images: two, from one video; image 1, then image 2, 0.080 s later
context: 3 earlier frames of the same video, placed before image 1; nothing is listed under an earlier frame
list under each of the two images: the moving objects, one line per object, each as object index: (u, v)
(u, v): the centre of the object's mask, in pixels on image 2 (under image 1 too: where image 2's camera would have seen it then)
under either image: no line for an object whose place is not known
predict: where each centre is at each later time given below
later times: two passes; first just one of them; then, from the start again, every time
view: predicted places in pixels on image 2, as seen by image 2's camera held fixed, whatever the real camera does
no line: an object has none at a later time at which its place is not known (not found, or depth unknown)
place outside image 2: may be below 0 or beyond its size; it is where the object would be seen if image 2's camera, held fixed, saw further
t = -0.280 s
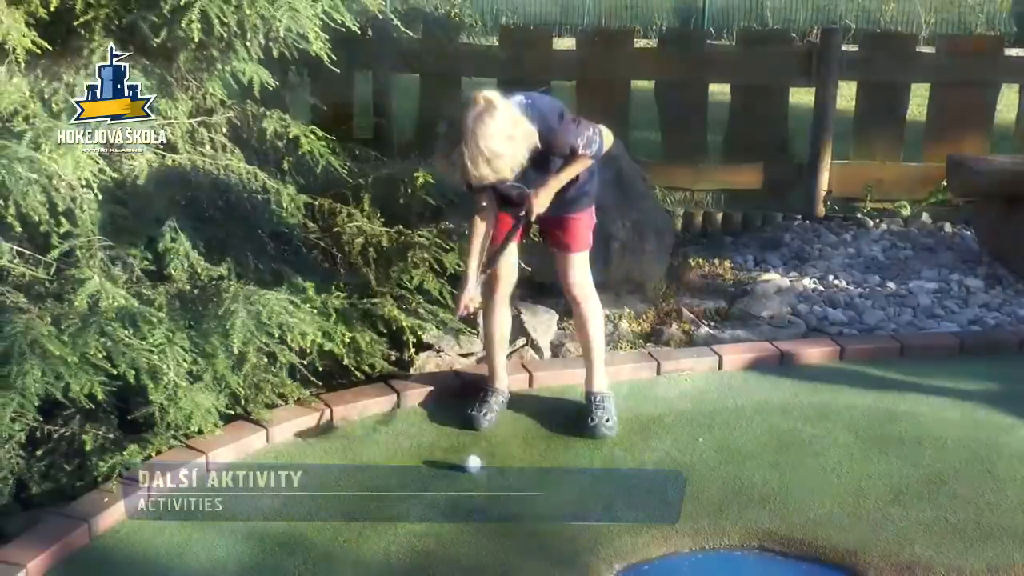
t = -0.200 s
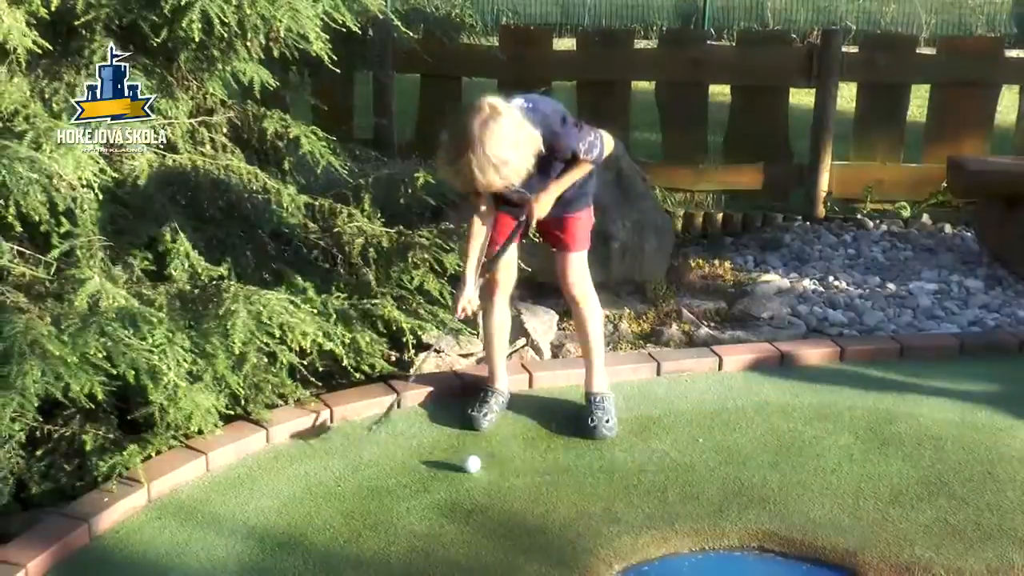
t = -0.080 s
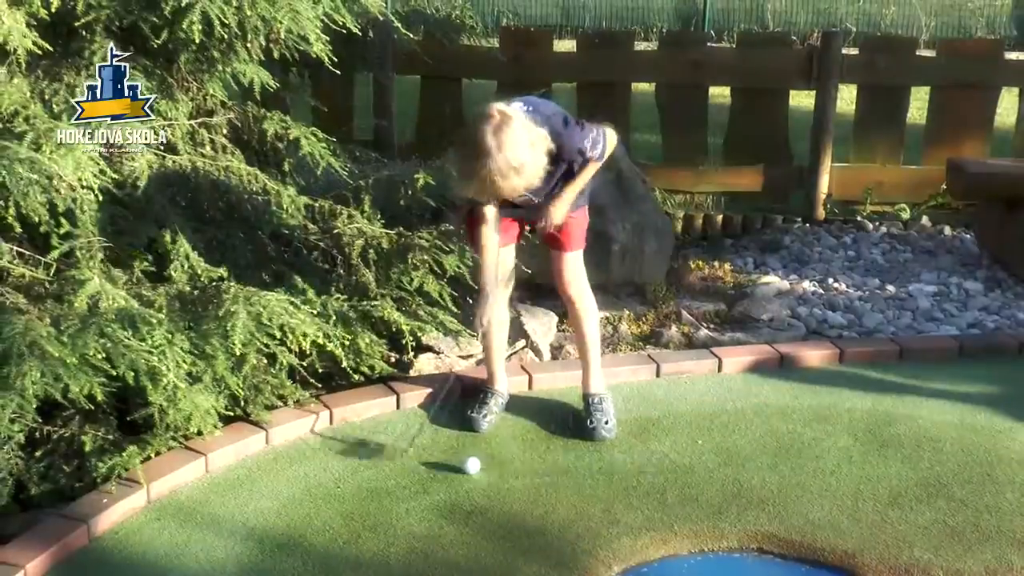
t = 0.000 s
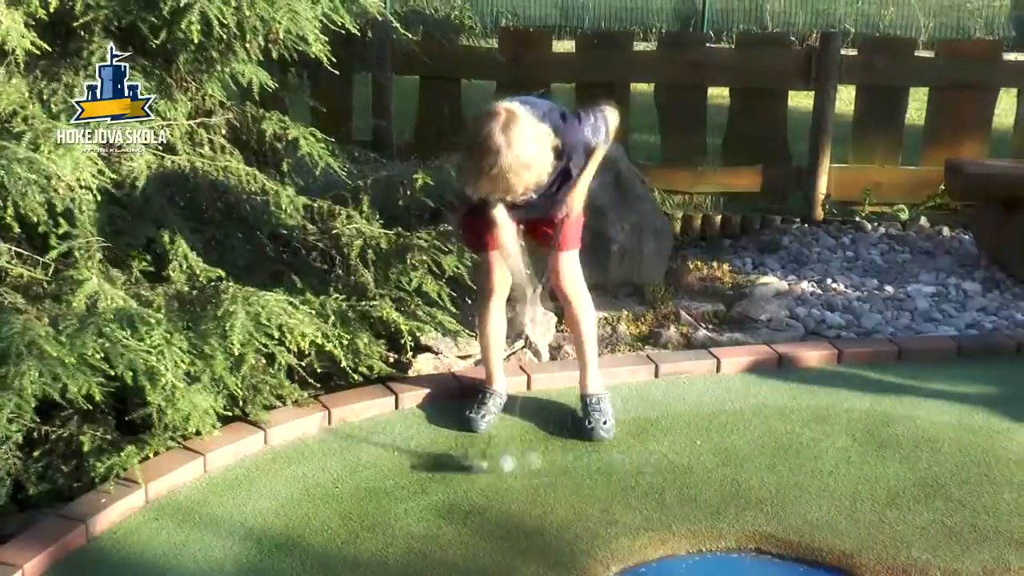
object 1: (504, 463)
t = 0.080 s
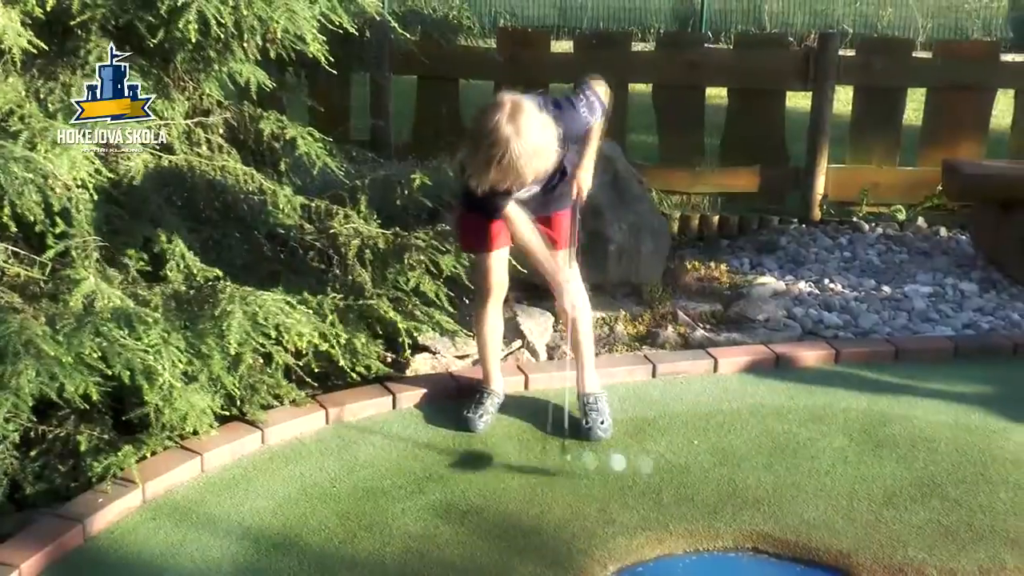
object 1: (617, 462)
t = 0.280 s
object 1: (879, 495)
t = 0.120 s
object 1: (674, 470)
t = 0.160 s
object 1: (730, 484)
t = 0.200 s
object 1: (781, 484)
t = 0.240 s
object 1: (831, 487)
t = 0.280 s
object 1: (879, 495)
